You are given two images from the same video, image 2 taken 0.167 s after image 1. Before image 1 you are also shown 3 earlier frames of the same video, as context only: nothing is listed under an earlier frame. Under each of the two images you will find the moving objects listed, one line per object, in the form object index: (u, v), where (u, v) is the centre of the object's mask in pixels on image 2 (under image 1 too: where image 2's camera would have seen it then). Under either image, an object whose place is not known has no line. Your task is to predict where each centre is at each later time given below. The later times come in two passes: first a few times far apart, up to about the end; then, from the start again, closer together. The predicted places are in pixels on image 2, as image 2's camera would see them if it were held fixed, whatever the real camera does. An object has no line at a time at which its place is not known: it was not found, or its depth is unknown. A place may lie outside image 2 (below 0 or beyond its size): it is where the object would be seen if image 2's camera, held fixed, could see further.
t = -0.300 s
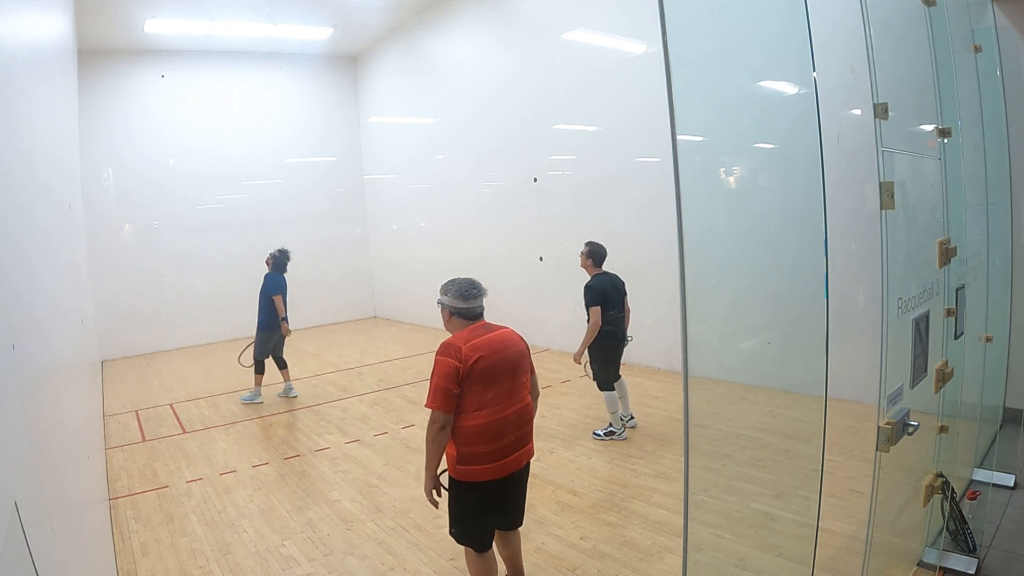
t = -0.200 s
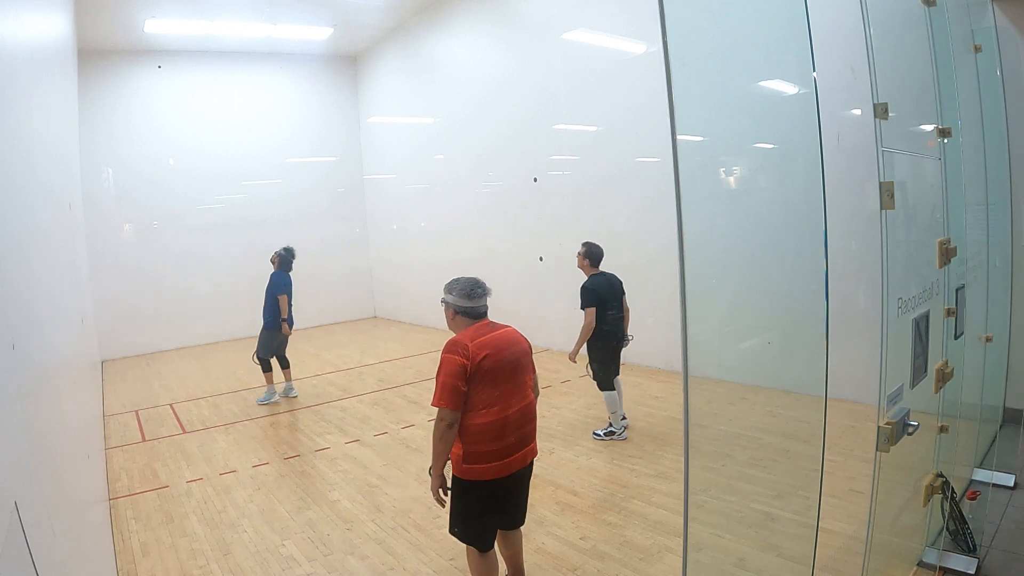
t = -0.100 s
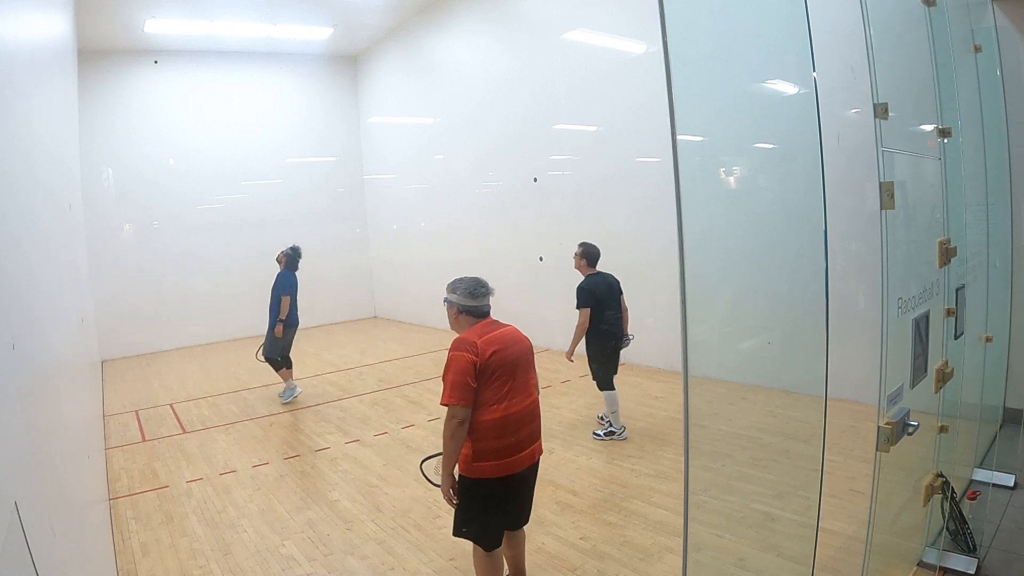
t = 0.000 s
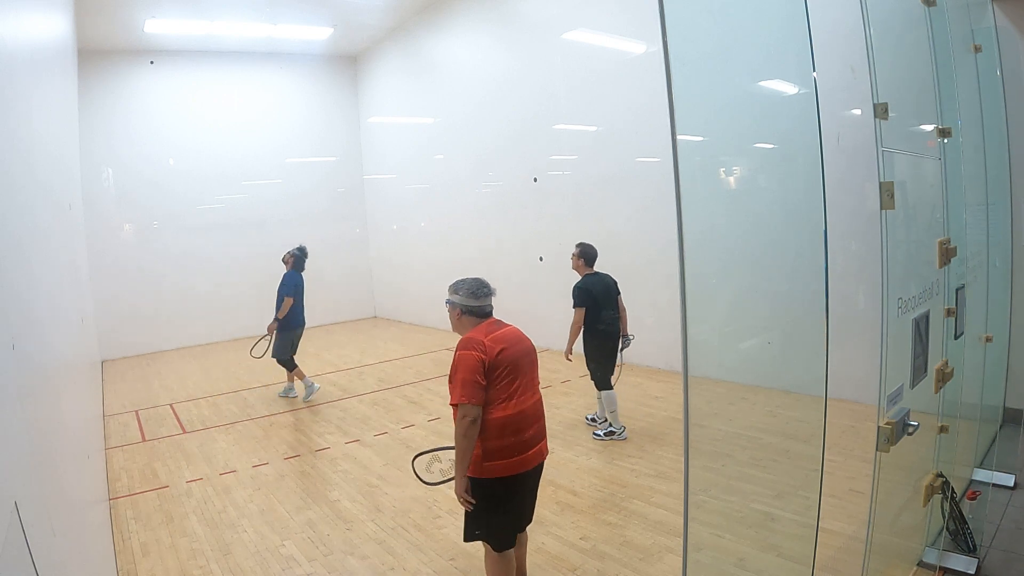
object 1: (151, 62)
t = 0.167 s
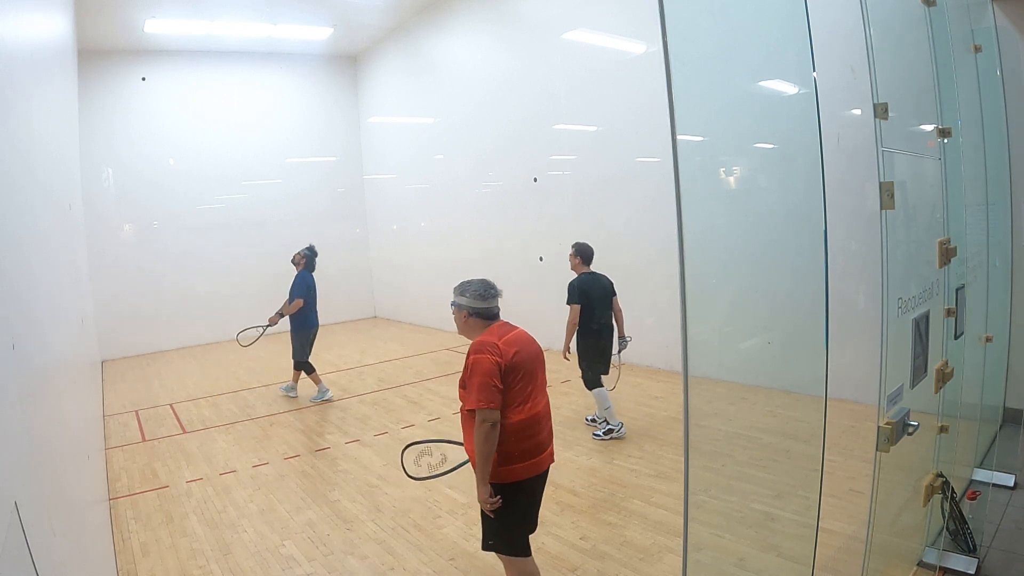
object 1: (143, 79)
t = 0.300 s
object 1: (135, 111)
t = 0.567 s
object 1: (120, 259)
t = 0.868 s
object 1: (108, 475)
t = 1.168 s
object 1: (97, 313)
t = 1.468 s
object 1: (147, 295)
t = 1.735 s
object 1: (230, 442)
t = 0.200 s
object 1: (141, 85)
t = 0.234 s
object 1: (139, 93)
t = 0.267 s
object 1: (137, 101)
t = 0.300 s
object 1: (135, 111)
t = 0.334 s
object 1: (133, 123)
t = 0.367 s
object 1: (131, 136)
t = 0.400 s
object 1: (129, 151)
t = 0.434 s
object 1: (127, 168)
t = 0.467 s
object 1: (125, 187)
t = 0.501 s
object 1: (123, 208)
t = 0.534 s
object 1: (121, 232)
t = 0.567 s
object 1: (120, 259)
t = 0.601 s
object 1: (119, 289)
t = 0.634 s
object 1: (118, 322)
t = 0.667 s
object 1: (119, 358)
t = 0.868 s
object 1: (108, 475)
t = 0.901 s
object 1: (97, 449)
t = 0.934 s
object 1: (85, 423)
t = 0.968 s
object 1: (84, 403)
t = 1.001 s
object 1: (85, 385)
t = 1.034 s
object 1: (86, 368)
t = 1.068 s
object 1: (88, 352)
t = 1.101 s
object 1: (91, 338)
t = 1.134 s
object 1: (94, 325)
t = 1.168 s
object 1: (97, 313)
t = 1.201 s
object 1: (101, 303)
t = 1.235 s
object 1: (105, 295)
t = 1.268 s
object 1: (110, 289)
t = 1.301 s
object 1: (115, 285)
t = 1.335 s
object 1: (120, 282)
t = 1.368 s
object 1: (126, 282)
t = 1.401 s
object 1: (132, 284)
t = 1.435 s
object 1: (139, 288)
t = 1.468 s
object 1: (147, 295)
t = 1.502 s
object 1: (155, 304)
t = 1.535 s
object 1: (163, 316)
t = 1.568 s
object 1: (172, 330)
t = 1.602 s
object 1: (182, 347)
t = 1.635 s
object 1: (192, 367)
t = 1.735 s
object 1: (230, 442)
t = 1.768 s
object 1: (244, 472)
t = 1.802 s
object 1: (260, 505)
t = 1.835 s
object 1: (276, 539)
